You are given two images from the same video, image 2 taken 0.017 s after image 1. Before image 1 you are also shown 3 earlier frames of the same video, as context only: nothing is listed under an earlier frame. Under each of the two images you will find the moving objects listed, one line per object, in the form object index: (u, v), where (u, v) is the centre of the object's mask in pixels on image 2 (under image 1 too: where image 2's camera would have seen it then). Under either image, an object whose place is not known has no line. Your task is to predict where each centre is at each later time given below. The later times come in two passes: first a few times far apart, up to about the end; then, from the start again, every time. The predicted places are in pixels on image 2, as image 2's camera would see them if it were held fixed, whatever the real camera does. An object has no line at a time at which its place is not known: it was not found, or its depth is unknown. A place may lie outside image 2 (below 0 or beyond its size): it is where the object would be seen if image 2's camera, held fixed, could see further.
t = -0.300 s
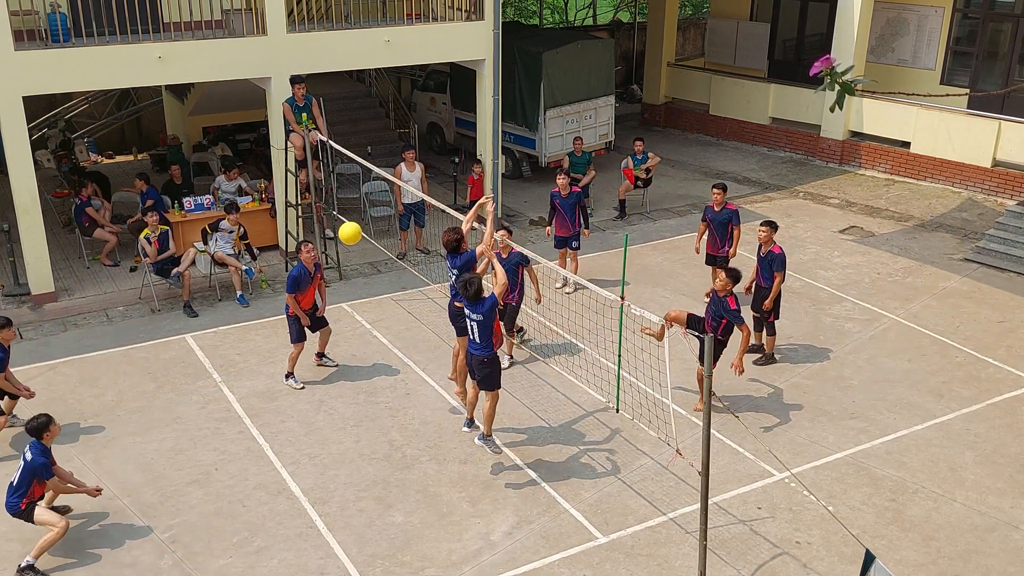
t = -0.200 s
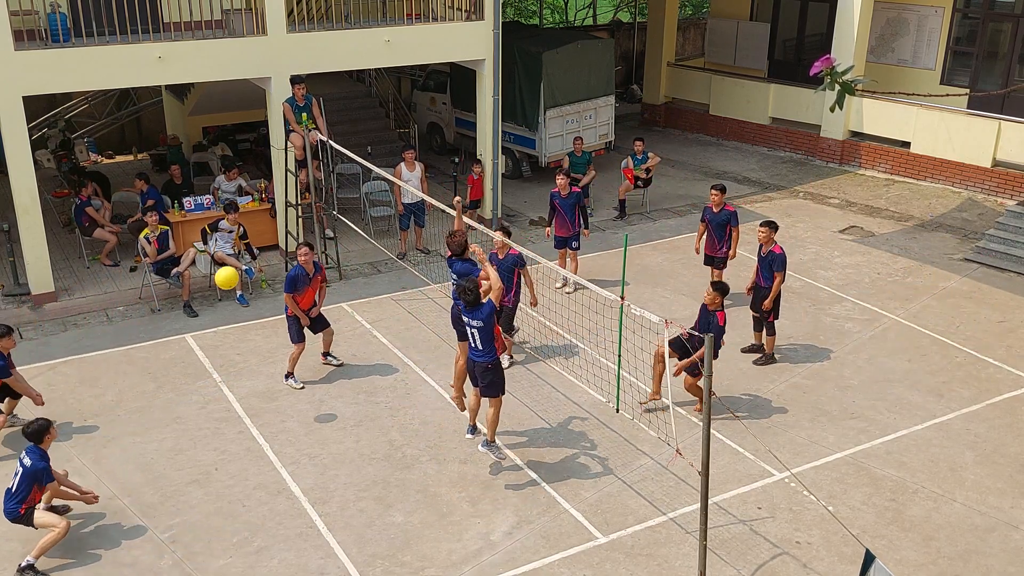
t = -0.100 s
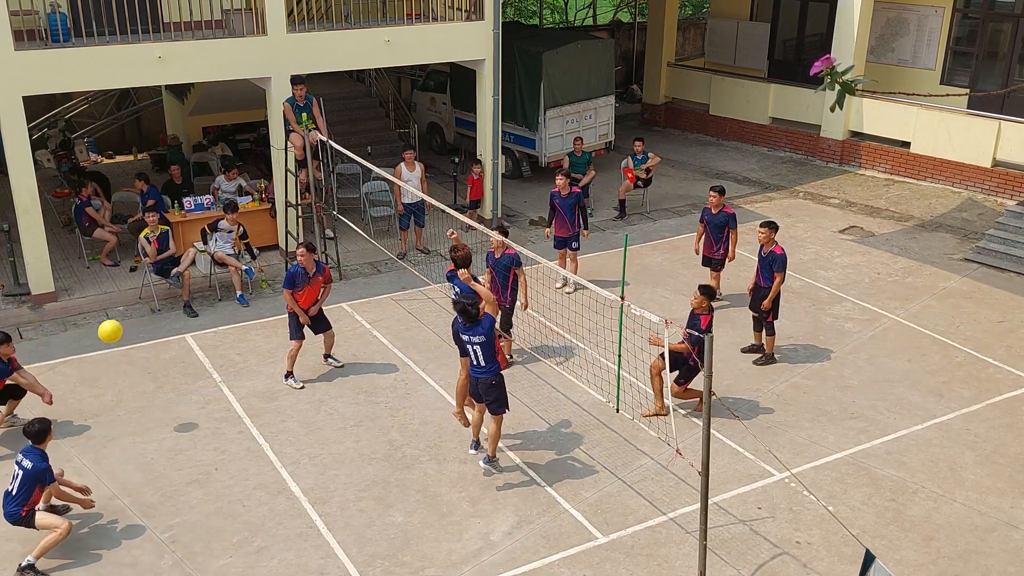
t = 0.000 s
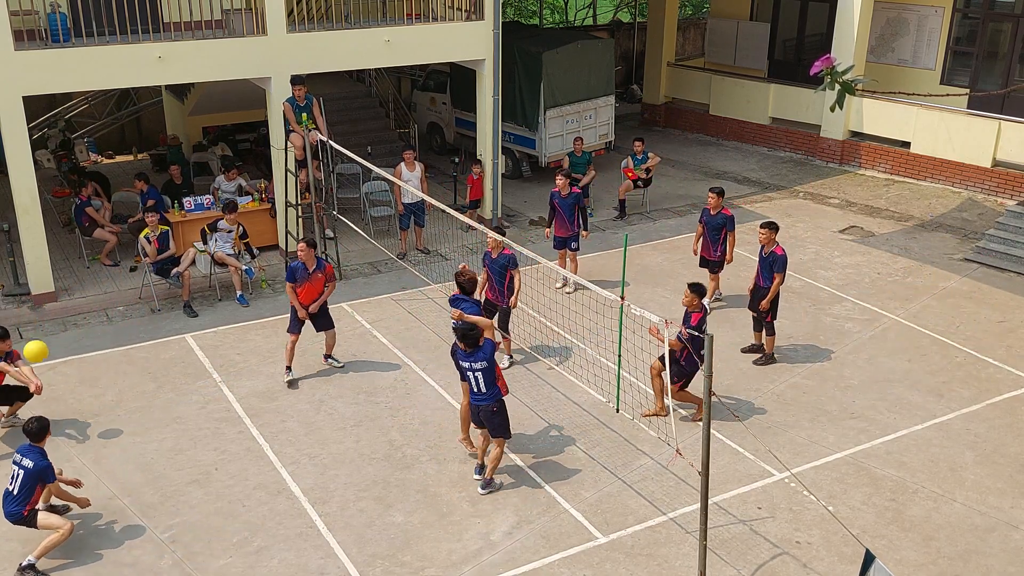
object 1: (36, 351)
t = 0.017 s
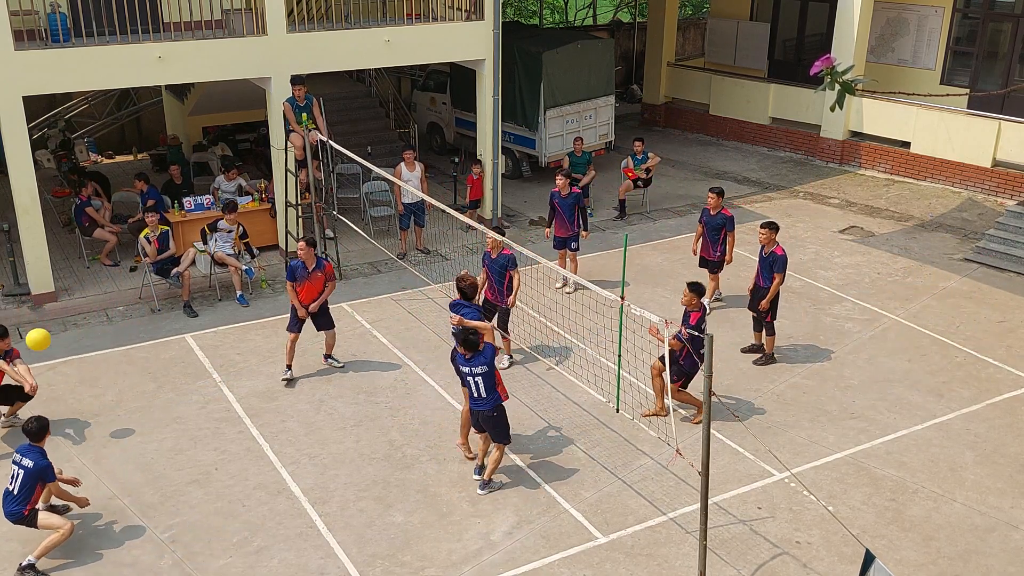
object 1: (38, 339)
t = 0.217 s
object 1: (73, 212)
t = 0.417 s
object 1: (118, 117)
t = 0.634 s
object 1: (176, 59)
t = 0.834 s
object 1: (235, 52)
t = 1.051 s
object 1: (302, 95)
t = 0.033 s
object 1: (41, 328)
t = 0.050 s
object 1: (43, 316)
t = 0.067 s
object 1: (46, 305)
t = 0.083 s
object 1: (48, 293)
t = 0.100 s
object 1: (51, 282)
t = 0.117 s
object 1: (54, 271)
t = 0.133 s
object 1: (57, 261)
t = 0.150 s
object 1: (60, 251)
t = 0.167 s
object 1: (63, 241)
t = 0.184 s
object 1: (66, 231)
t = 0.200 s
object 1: (69, 221)
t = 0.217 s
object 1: (73, 212)
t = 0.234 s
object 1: (76, 203)
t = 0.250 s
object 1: (80, 193)
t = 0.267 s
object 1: (84, 185)
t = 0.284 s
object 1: (87, 176)
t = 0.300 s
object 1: (91, 167)
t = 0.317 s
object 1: (95, 159)
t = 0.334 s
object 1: (98, 151)
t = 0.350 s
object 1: (102, 144)
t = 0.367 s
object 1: (106, 137)
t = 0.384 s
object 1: (110, 130)
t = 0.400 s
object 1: (114, 123)
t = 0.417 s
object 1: (118, 117)
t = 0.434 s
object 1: (122, 111)
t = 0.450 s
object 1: (126, 105)
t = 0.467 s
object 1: (131, 100)
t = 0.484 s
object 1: (135, 95)
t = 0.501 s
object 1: (140, 89)
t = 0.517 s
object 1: (144, 85)
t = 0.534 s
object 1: (149, 80)
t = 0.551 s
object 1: (153, 76)
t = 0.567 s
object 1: (158, 72)
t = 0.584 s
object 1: (162, 68)
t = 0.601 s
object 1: (167, 65)
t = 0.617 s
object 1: (171, 62)
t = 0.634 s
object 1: (176, 59)
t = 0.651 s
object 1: (180, 57)
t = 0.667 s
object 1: (185, 55)
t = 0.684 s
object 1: (190, 54)
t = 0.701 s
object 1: (195, 53)
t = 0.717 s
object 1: (200, 52)
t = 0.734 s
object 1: (205, 51)
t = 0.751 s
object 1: (210, 50)
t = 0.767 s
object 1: (215, 50)
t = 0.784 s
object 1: (220, 50)
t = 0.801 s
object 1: (225, 51)
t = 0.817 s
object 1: (230, 51)
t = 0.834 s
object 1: (235, 52)
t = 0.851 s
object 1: (240, 54)
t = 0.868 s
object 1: (245, 56)
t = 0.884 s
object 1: (250, 58)
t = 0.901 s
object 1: (255, 61)
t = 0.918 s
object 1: (260, 63)
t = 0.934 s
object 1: (265, 66)
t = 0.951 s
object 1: (271, 70)
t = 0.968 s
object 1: (276, 73)
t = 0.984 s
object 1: (281, 77)
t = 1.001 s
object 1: (286, 81)
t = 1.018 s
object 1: (292, 86)
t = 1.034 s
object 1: (297, 91)
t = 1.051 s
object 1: (302, 95)
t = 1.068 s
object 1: (307, 101)
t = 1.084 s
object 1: (312, 107)
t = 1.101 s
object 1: (317, 112)
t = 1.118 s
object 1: (322, 119)
